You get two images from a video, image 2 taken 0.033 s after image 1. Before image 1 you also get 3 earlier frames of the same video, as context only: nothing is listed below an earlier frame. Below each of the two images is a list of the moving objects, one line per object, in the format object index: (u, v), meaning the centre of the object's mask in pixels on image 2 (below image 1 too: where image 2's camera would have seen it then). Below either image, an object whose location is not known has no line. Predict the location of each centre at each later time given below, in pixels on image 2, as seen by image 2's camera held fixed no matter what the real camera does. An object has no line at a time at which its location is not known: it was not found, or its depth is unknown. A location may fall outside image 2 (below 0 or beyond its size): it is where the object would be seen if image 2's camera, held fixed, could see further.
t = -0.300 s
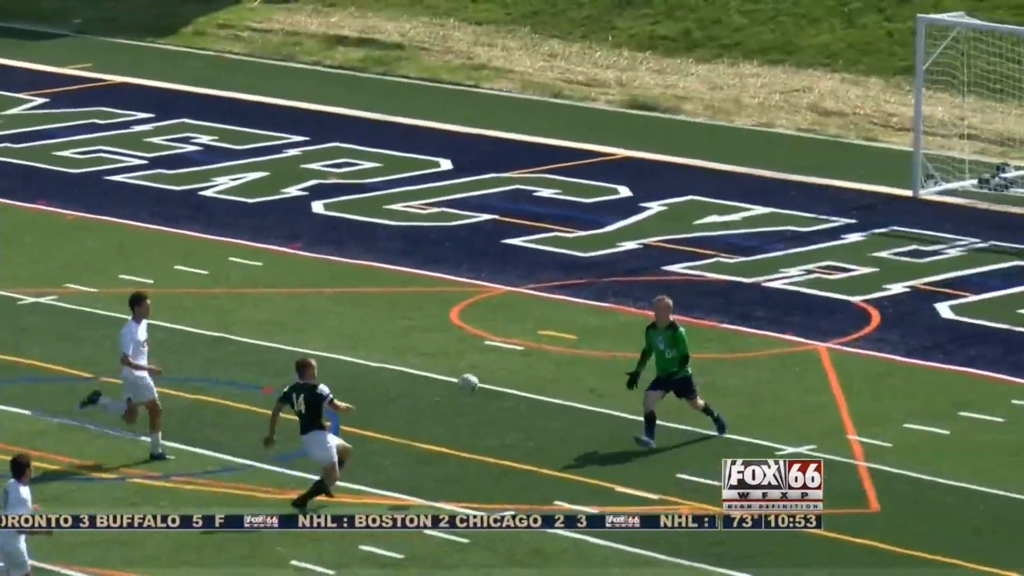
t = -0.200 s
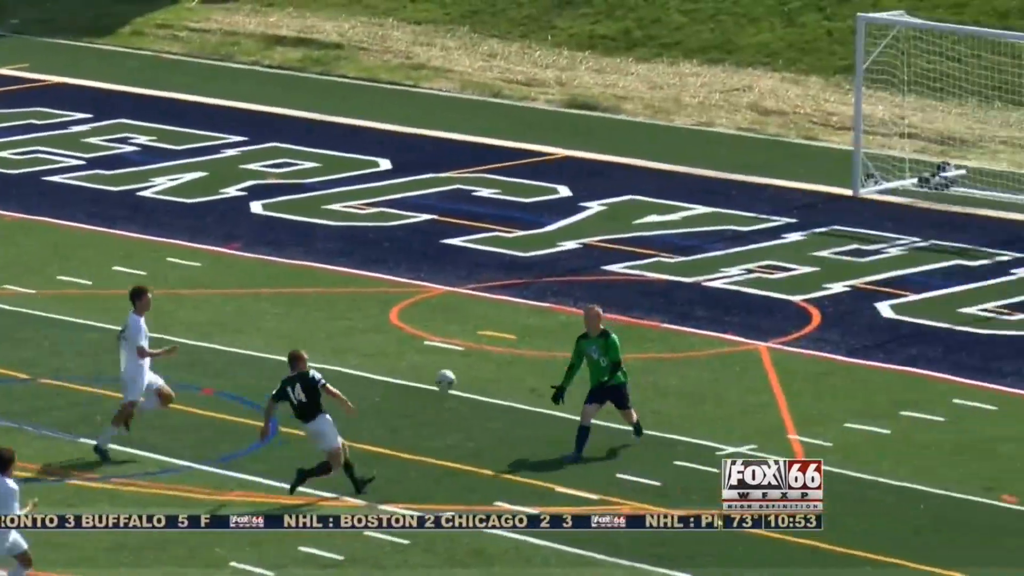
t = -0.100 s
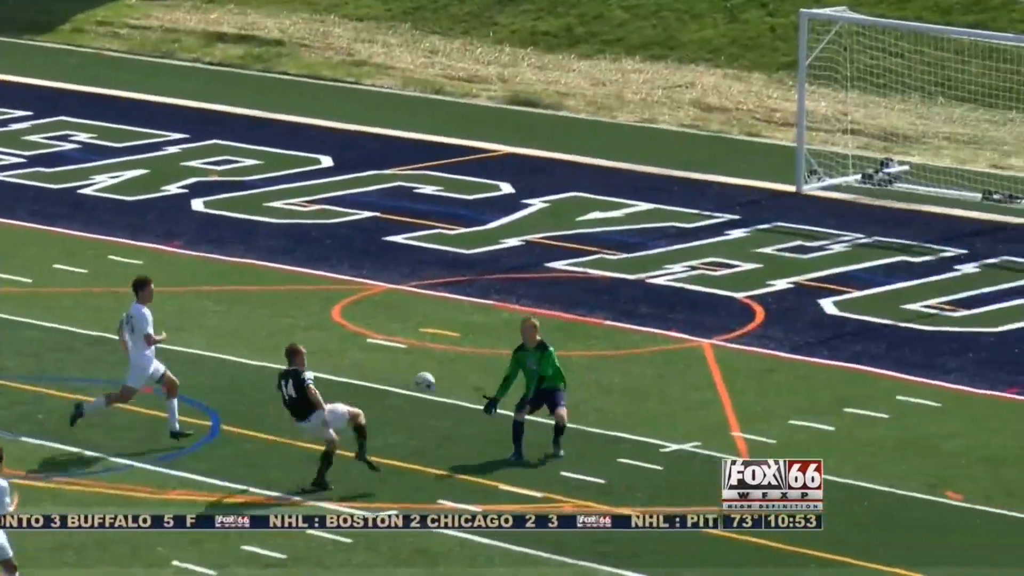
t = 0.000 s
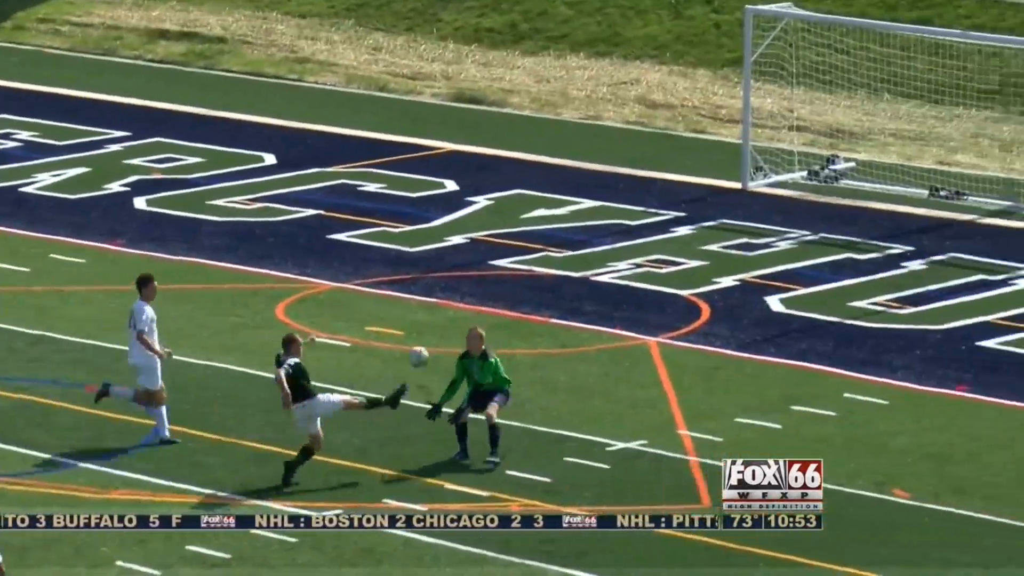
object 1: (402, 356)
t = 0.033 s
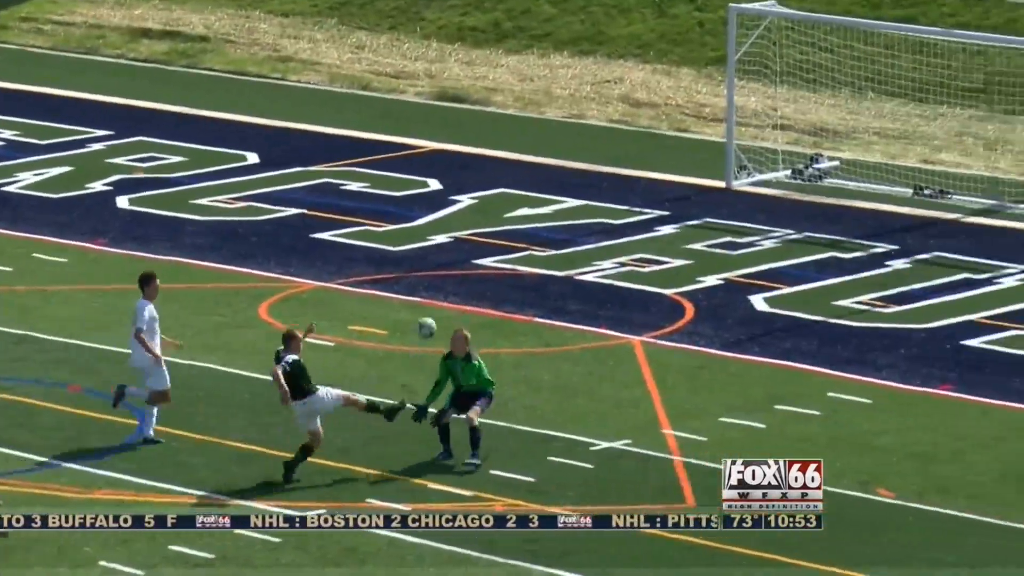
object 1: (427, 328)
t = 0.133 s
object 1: (495, 252)
